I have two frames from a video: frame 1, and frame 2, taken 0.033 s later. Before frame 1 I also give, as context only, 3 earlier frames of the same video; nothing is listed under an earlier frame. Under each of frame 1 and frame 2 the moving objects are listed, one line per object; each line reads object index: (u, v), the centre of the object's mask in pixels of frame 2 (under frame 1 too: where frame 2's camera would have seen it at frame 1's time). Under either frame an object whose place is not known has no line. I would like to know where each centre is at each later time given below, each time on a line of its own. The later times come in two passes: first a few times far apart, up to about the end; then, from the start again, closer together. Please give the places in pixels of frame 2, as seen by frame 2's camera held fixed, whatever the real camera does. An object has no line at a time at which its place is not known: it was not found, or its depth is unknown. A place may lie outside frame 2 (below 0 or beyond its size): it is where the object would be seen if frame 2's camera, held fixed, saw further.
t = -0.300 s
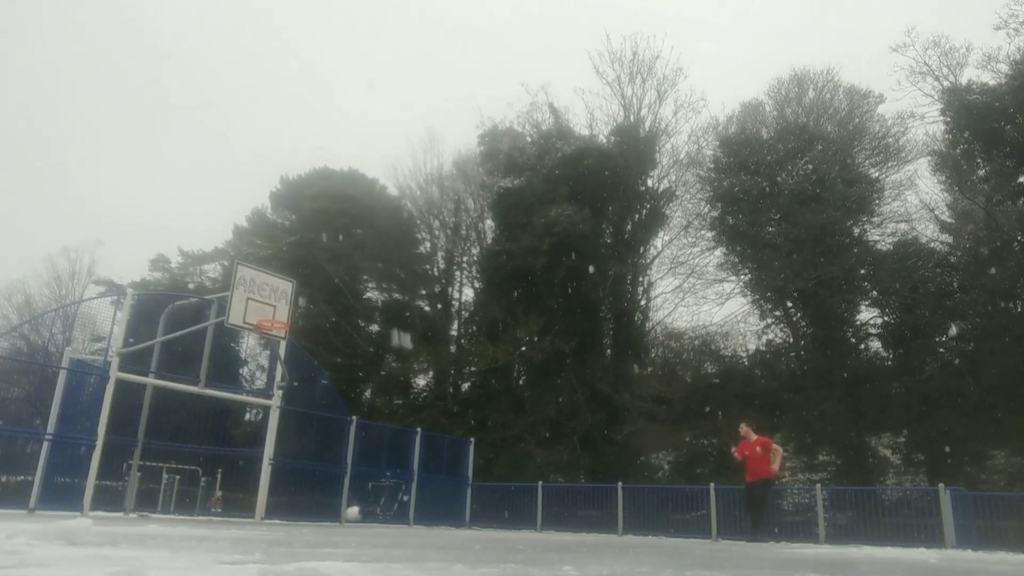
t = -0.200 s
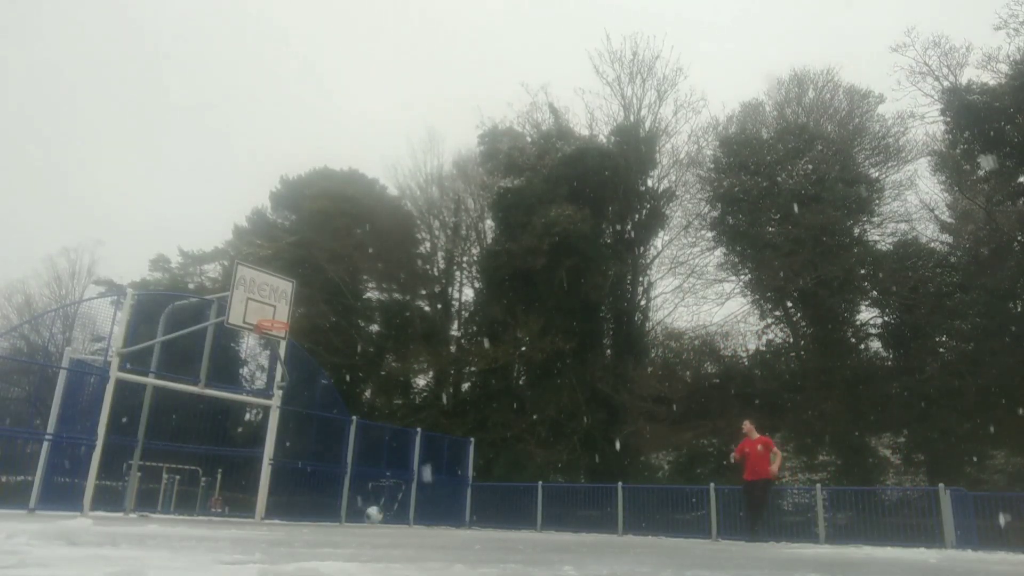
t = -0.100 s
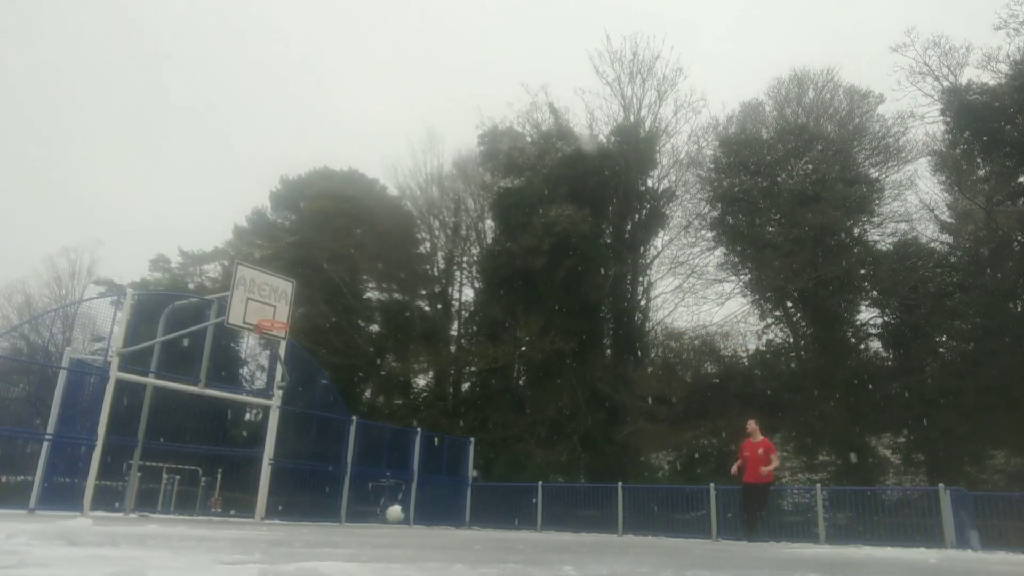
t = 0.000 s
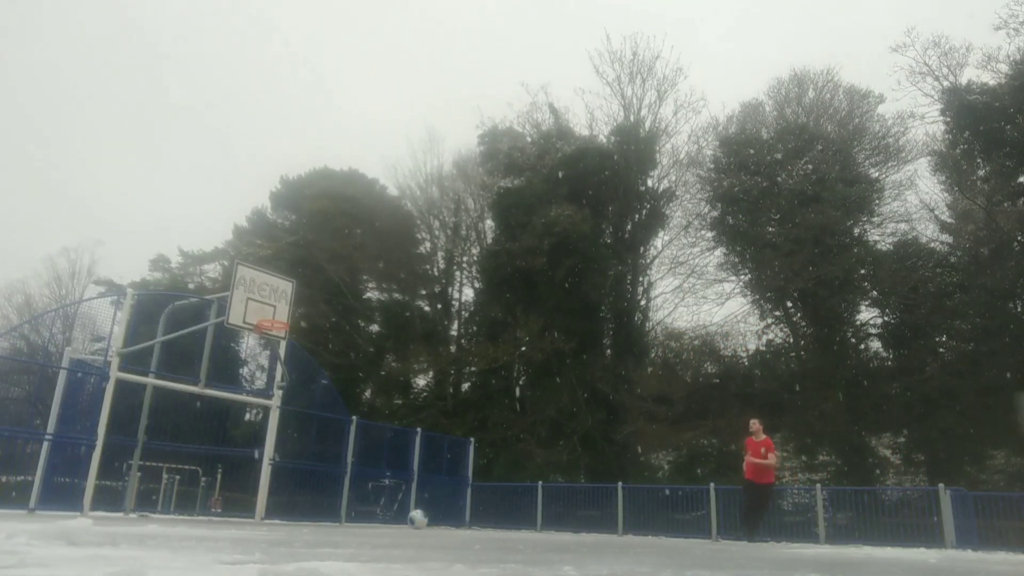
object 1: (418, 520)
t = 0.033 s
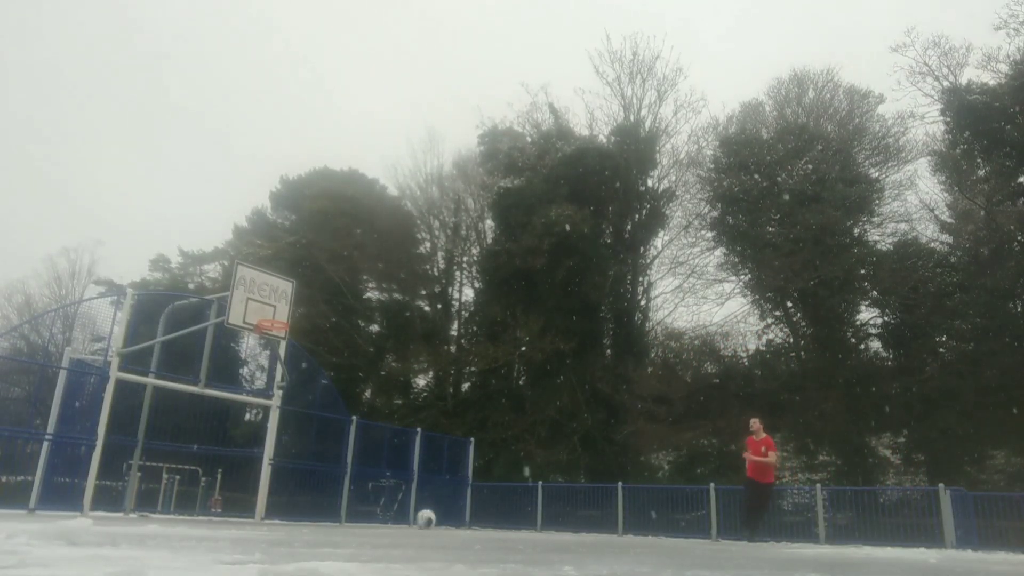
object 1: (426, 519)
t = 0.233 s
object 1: (472, 520)
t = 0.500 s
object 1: (526, 524)
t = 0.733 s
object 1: (570, 526)
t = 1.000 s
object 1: (617, 529)
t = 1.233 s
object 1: (661, 532)
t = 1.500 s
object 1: (705, 534)
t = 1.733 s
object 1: (735, 536)
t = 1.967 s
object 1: (753, 536)
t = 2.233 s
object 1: (761, 537)
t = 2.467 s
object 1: (766, 538)
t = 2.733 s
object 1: (769, 537)
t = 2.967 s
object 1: (769, 537)
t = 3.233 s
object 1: (772, 538)
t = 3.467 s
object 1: (770, 538)
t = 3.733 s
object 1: (771, 538)
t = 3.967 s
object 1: (771, 538)
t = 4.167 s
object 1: (771, 538)
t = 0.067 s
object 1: (434, 520)
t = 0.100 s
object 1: (441, 520)
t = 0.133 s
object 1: (449, 520)
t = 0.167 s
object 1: (457, 520)
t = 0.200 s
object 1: (464, 519)
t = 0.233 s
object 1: (472, 520)
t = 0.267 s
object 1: (479, 521)
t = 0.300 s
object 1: (485, 520)
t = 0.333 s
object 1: (492, 522)
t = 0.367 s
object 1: (499, 522)
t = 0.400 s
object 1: (506, 523)
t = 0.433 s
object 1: (513, 523)
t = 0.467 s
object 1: (519, 523)
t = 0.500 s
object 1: (526, 524)
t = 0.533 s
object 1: (533, 524)
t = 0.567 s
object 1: (539, 524)
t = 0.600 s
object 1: (545, 525)
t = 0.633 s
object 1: (551, 526)
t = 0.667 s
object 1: (558, 526)
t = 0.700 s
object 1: (564, 527)
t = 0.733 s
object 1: (570, 526)
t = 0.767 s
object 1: (576, 527)
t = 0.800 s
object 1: (582, 528)
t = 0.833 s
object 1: (588, 528)
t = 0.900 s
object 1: (600, 528)
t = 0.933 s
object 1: (604, 529)
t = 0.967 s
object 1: (611, 529)
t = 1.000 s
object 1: (617, 529)
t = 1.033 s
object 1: (623, 530)
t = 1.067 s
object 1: (629, 531)
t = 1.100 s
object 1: (635, 531)
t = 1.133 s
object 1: (641, 531)
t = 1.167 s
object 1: (647, 531)
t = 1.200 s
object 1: (654, 532)
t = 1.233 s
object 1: (661, 532)
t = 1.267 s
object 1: (666, 532)
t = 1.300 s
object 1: (672, 533)
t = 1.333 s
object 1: (678, 533)
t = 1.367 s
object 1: (683, 533)
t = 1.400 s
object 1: (689, 533)
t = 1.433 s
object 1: (695, 534)
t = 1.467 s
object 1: (700, 534)
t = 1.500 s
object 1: (705, 534)
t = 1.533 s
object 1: (710, 534)
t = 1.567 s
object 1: (715, 535)
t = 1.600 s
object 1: (720, 535)
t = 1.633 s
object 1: (723, 536)
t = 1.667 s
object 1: (727, 536)
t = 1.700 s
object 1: (731, 536)
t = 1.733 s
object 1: (735, 536)
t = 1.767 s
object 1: (738, 536)
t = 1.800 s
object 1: (741, 536)
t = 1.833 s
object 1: (744, 536)
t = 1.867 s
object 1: (746, 536)
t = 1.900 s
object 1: (749, 536)
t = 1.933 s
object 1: (751, 536)
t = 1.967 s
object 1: (753, 536)
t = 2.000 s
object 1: (754, 536)
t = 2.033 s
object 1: (755, 536)
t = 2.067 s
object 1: (757, 536)
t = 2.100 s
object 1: (758, 537)
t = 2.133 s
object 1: (759, 537)
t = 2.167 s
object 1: (760, 537)
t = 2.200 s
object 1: (761, 537)
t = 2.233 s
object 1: (761, 537)
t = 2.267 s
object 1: (763, 537)
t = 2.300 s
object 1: (763, 537)
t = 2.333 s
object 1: (764, 537)
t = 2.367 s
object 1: (765, 537)
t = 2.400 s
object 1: (766, 537)
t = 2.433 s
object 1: (766, 537)
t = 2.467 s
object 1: (766, 538)
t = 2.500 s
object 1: (768, 537)
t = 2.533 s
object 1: (768, 538)
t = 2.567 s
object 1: (768, 537)
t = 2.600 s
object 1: (768, 537)
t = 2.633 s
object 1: (769, 537)
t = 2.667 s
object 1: (769, 537)
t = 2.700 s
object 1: (769, 537)
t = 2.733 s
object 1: (769, 537)
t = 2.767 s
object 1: (769, 537)
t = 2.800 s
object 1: (769, 537)
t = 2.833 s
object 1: (769, 537)
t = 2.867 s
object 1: (769, 537)
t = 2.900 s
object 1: (769, 537)
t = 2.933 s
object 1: (769, 537)
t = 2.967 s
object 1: (769, 537)
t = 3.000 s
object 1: (769, 537)
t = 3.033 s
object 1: (770, 537)
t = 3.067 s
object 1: (770, 538)
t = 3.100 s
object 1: (770, 538)
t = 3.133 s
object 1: (770, 538)
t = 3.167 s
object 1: (771, 538)
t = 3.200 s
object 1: (771, 538)
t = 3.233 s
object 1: (772, 538)
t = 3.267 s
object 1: (771, 538)
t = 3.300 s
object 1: (771, 538)
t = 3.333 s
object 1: (771, 538)
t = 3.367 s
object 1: (771, 538)
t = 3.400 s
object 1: (771, 538)
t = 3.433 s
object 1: (771, 538)
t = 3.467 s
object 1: (770, 538)
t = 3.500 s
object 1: (770, 538)
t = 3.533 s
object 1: (770, 538)
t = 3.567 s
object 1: (771, 538)
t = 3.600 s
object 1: (771, 538)
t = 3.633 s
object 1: (771, 538)
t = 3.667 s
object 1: (771, 538)
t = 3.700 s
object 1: (771, 538)
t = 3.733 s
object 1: (771, 538)
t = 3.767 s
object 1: (771, 538)
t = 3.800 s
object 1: (771, 538)
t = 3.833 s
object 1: (771, 538)
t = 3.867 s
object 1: (771, 538)
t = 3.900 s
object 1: (771, 538)
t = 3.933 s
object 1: (771, 538)
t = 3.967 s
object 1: (771, 538)
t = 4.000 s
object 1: (771, 538)
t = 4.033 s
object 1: (771, 538)
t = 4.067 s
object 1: (771, 538)
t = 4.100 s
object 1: (771, 538)
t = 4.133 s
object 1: (771, 538)
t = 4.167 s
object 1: (771, 538)
